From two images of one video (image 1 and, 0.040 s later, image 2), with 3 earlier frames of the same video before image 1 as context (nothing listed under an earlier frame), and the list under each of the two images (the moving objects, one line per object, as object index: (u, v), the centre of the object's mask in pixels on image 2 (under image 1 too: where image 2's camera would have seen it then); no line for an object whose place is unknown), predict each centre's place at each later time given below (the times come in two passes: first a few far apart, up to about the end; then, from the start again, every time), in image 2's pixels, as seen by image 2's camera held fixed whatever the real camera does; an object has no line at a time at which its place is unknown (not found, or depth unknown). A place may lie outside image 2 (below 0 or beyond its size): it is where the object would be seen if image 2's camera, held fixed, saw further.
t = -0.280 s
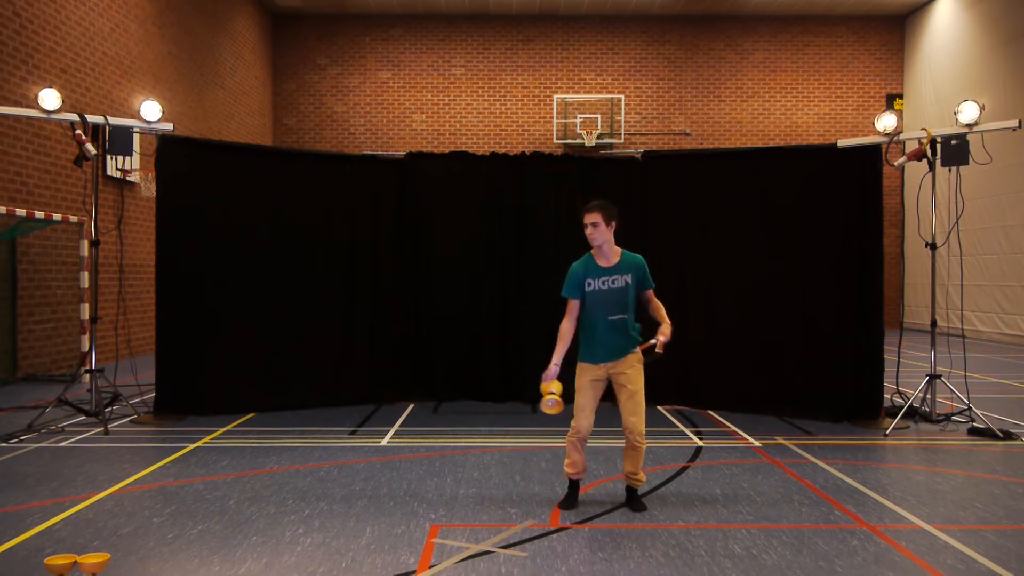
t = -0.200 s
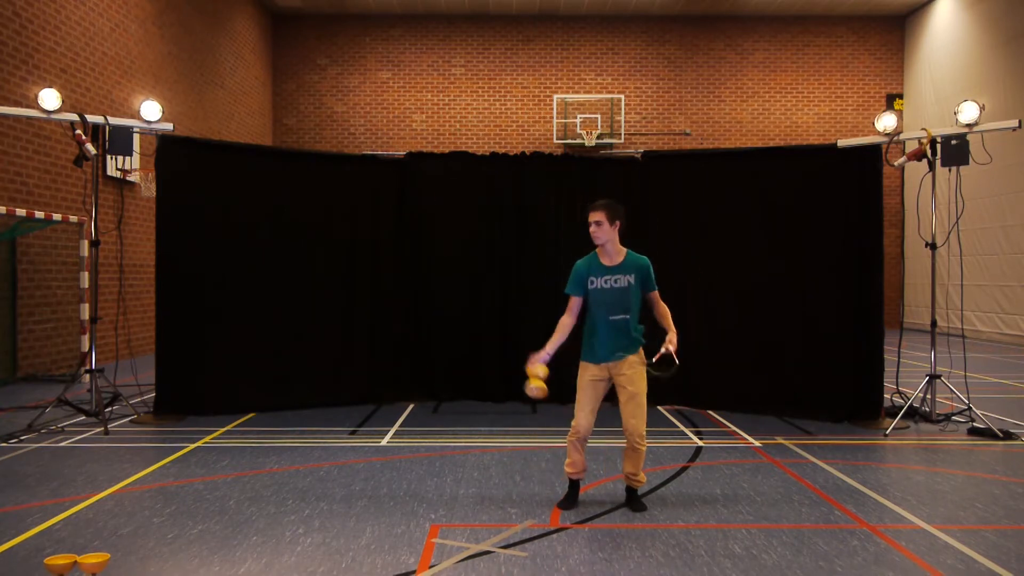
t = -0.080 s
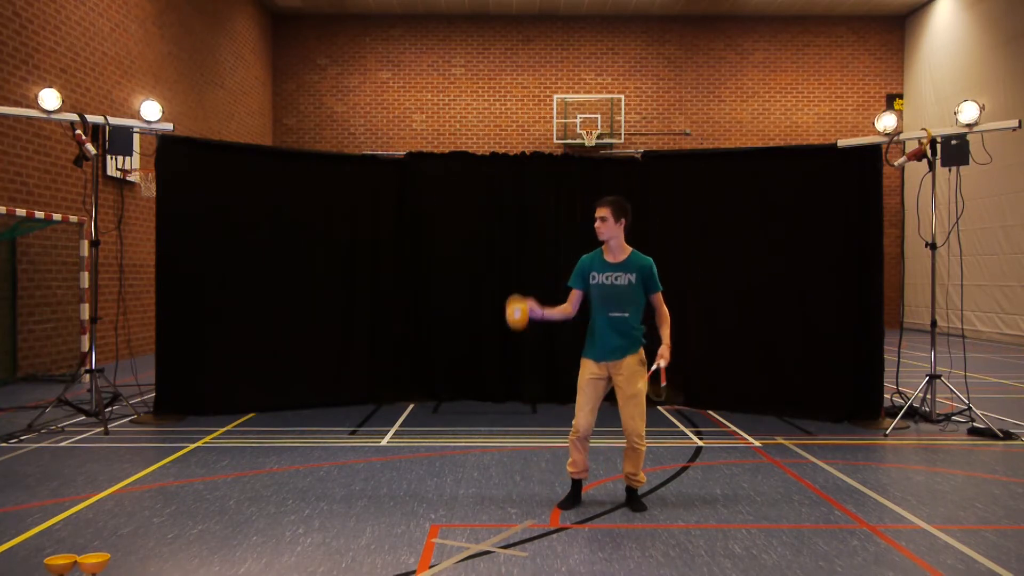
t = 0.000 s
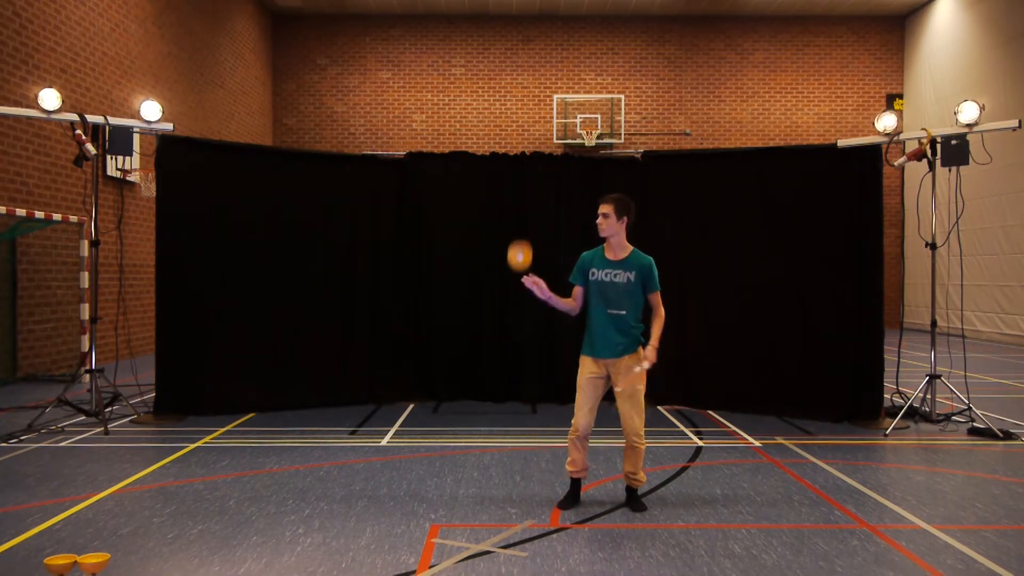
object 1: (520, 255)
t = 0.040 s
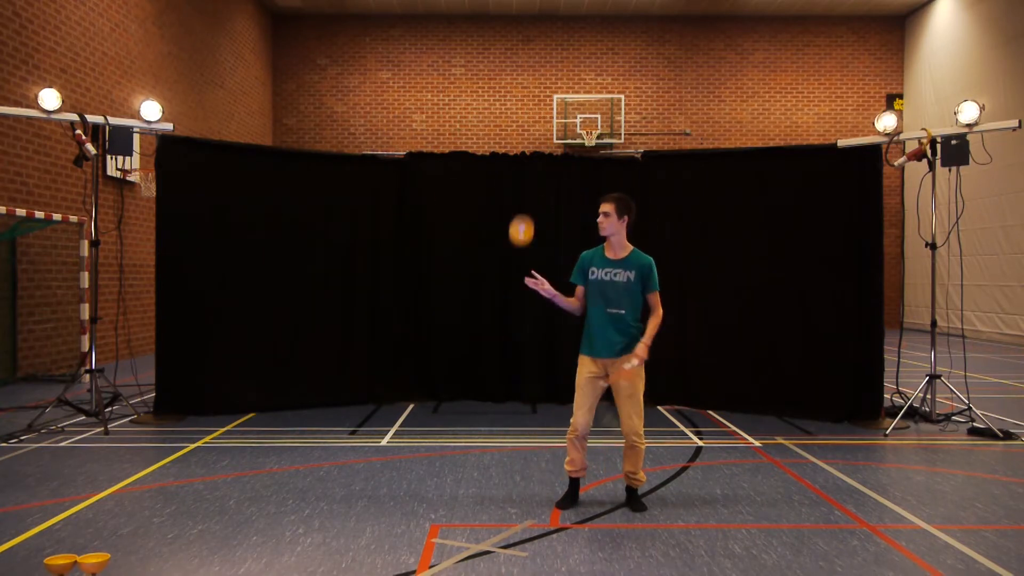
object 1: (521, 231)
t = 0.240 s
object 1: (529, 148)
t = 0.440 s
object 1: (538, 131)
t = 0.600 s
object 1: (544, 174)
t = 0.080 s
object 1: (523, 208)
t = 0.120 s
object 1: (525, 189)
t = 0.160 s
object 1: (526, 172)
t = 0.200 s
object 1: (528, 160)
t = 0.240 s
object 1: (529, 148)
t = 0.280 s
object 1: (531, 139)
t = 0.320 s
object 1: (533, 132)
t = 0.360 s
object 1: (534, 129)
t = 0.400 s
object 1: (536, 129)
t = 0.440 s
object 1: (538, 131)
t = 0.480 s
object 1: (539, 139)
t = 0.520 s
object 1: (541, 148)
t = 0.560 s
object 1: (543, 160)
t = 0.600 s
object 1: (544, 174)
